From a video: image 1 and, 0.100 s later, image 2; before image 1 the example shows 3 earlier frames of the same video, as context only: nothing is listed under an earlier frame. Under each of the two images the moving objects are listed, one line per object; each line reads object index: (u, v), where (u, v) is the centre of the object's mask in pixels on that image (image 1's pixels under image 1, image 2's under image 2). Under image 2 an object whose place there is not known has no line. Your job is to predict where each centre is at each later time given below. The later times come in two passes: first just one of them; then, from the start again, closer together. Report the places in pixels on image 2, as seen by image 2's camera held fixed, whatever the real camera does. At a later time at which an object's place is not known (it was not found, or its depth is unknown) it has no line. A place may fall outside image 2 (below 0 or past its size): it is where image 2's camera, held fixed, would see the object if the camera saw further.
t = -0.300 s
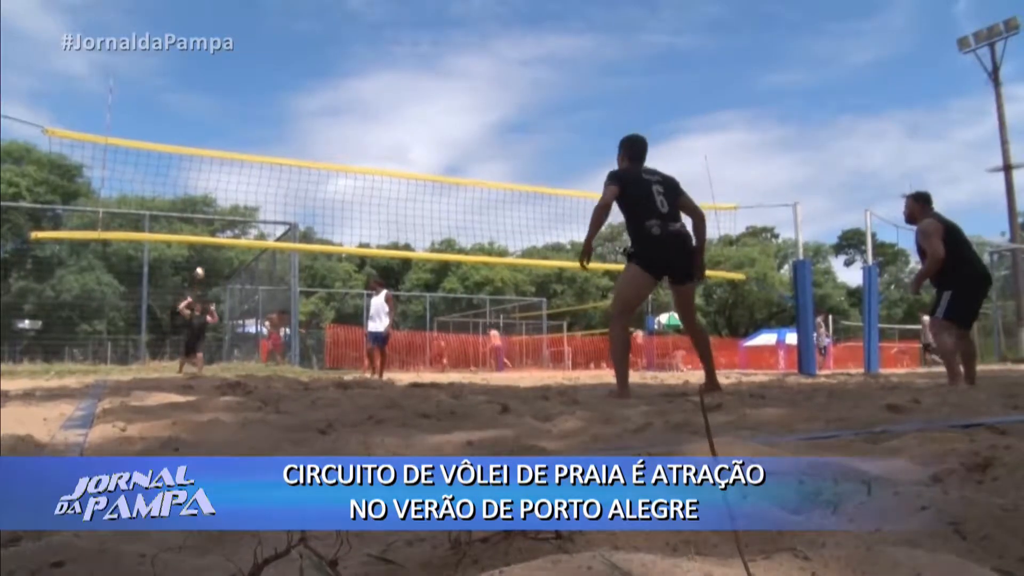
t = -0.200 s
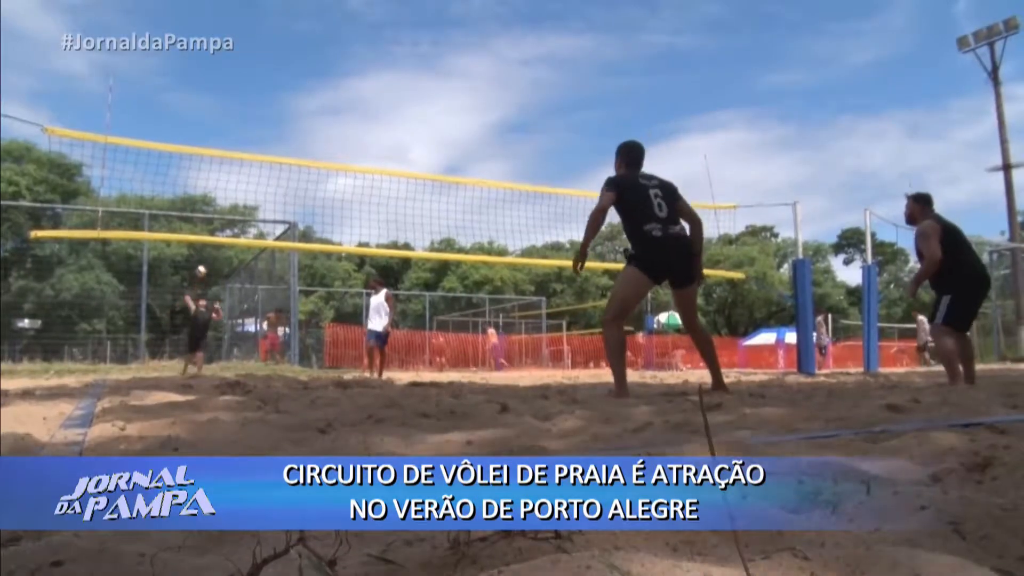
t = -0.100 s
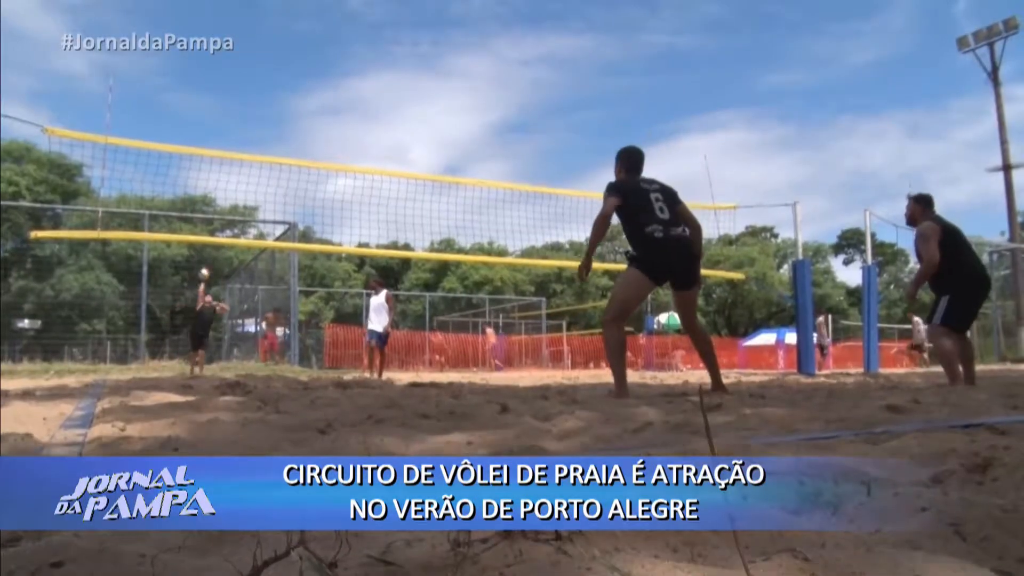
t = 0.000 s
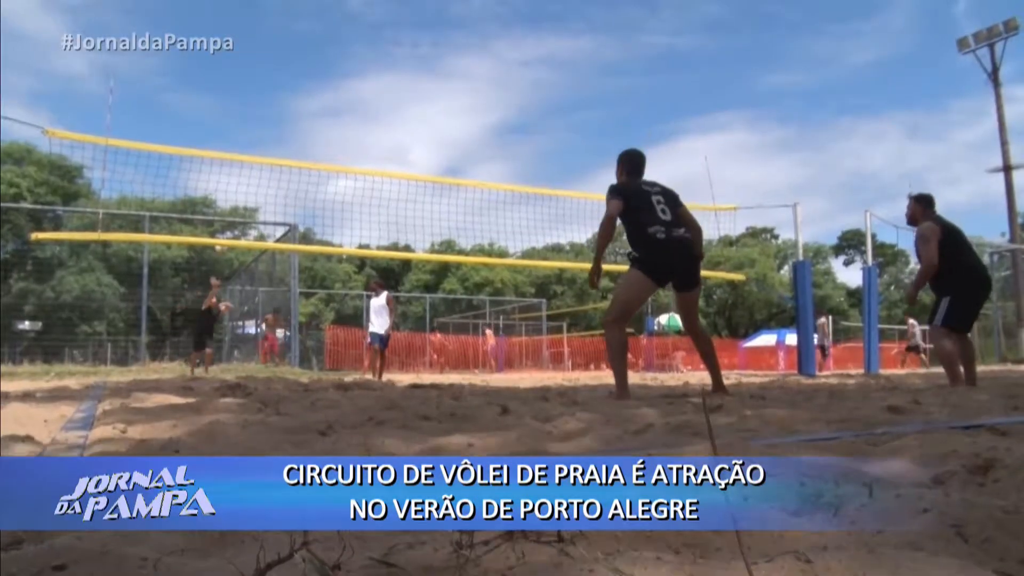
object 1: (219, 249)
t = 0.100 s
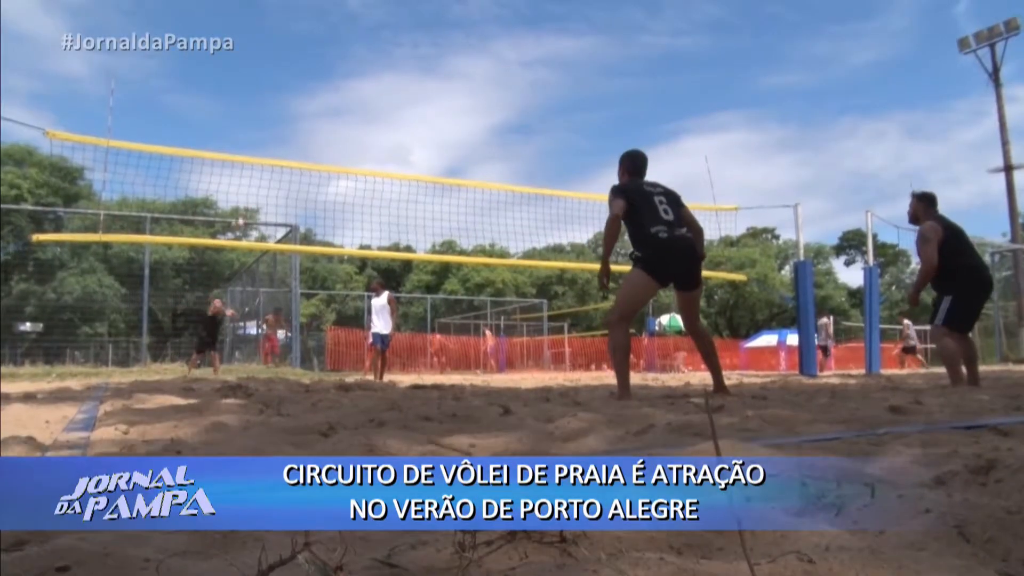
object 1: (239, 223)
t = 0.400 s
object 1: (299, 159)
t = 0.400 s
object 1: (299, 159)
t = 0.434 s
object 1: (306, 157)
